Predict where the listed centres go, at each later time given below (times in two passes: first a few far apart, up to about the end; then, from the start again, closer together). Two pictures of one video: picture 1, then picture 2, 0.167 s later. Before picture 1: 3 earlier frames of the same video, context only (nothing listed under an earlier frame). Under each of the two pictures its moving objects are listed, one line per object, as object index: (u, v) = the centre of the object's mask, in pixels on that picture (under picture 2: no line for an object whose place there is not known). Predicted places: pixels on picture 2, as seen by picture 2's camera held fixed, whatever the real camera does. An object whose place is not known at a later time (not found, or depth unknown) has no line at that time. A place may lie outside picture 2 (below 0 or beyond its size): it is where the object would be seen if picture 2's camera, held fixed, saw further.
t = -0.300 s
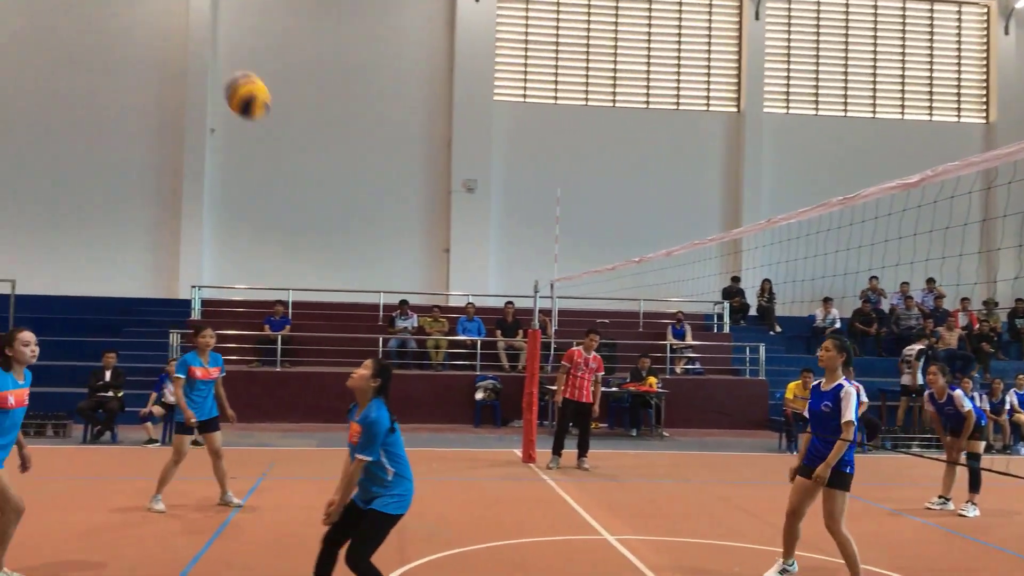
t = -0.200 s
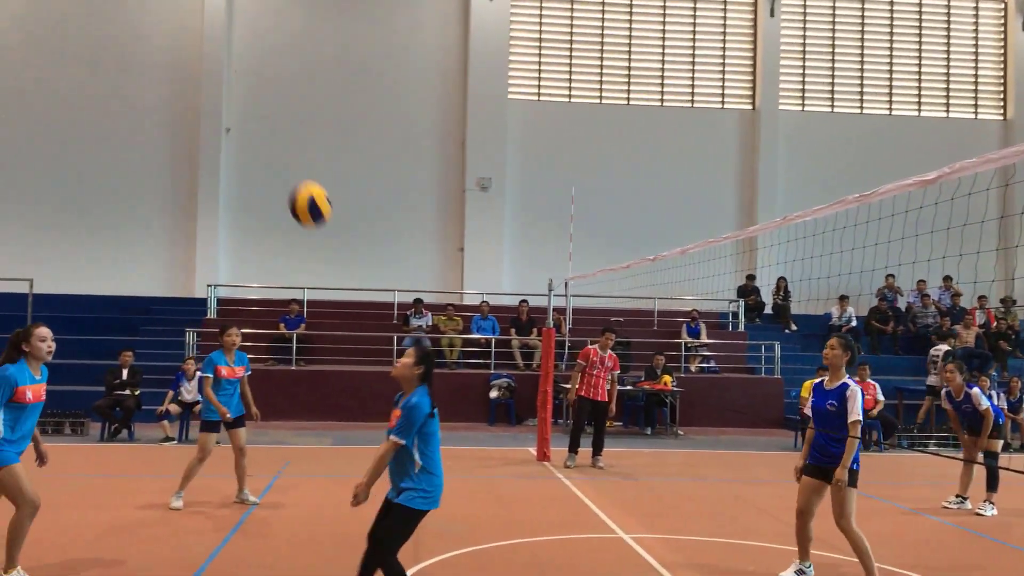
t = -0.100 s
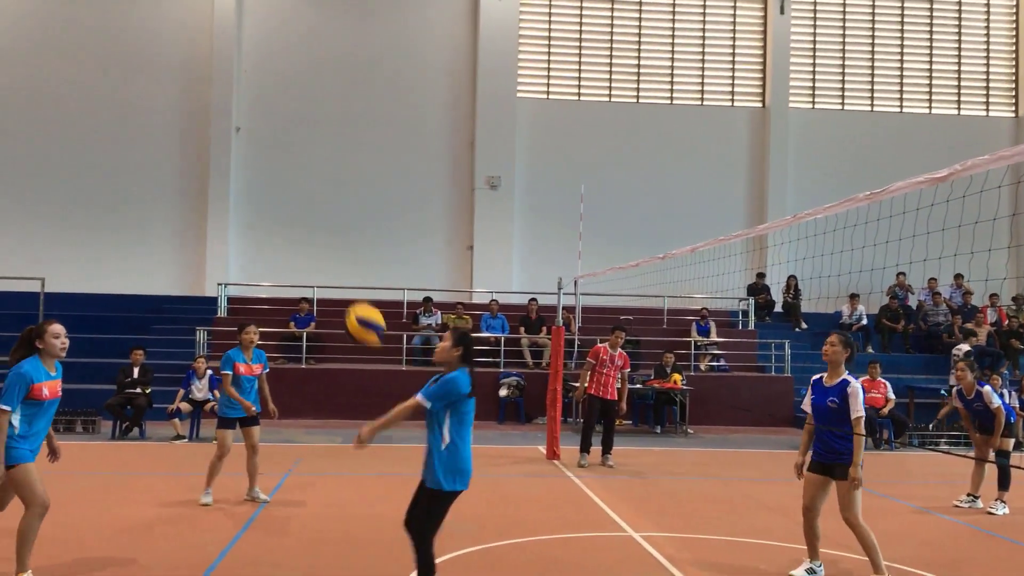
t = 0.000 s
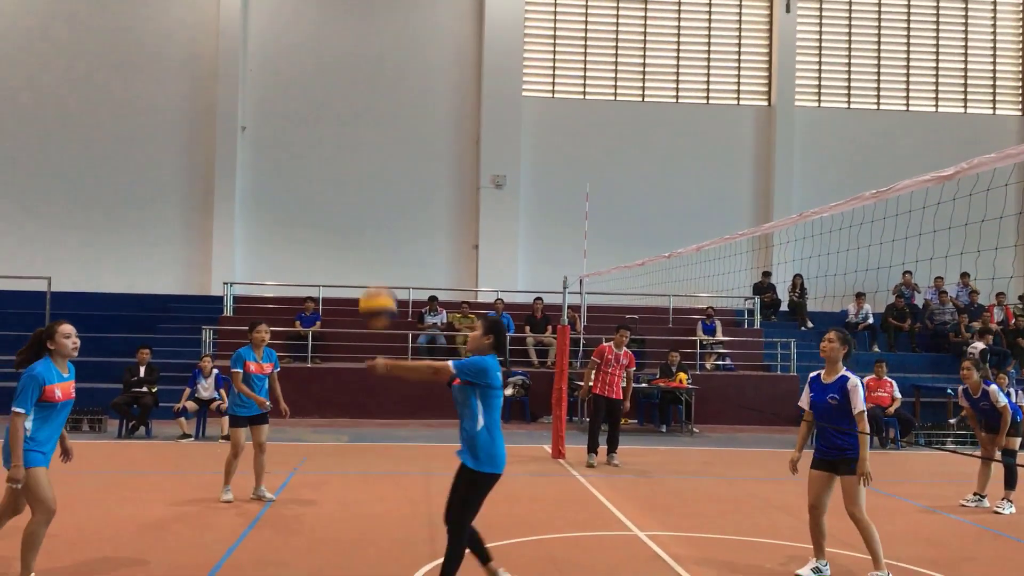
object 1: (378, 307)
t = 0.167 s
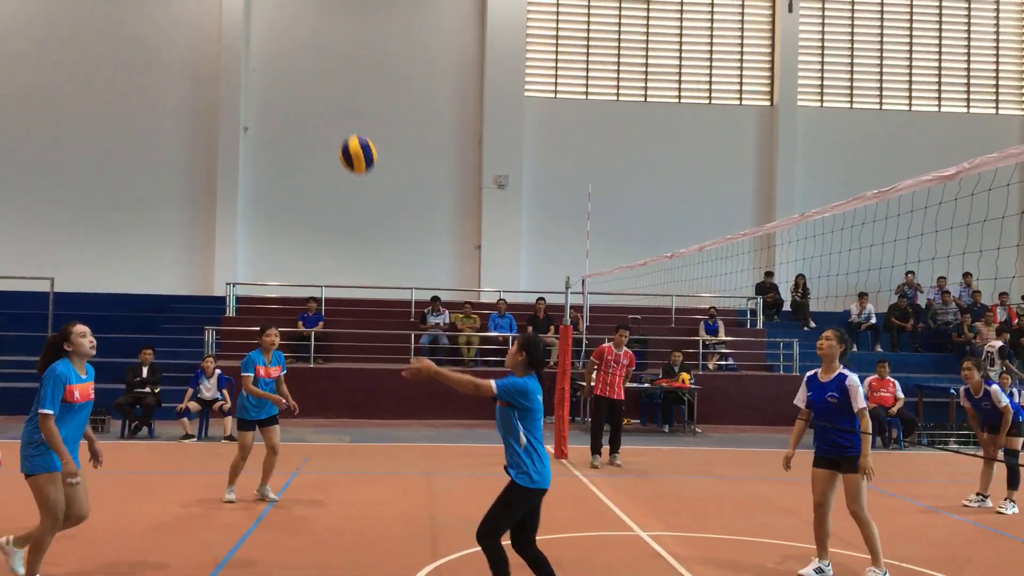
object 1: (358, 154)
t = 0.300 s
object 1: (339, 78)
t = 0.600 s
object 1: (300, 23)
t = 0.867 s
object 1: (269, 88)
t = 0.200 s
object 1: (353, 131)
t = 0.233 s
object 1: (348, 111)
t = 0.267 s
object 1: (344, 93)
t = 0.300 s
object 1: (339, 78)
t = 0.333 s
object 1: (334, 63)
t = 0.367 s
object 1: (330, 52)
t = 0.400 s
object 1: (325, 42)
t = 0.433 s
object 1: (321, 34)
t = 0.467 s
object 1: (317, 28)
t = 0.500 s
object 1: (312, 24)
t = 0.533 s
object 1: (308, 22)
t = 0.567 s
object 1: (304, 22)
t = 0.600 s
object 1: (300, 23)
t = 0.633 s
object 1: (295, 26)
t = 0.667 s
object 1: (292, 31)
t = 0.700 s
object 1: (288, 36)
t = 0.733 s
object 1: (284, 44)
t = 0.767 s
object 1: (280, 53)
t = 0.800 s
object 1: (276, 63)
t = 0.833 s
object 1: (272, 75)
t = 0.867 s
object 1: (269, 88)
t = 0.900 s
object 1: (265, 103)
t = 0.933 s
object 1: (261, 119)
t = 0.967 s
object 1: (257, 135)
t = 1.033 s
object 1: (250, 173)
